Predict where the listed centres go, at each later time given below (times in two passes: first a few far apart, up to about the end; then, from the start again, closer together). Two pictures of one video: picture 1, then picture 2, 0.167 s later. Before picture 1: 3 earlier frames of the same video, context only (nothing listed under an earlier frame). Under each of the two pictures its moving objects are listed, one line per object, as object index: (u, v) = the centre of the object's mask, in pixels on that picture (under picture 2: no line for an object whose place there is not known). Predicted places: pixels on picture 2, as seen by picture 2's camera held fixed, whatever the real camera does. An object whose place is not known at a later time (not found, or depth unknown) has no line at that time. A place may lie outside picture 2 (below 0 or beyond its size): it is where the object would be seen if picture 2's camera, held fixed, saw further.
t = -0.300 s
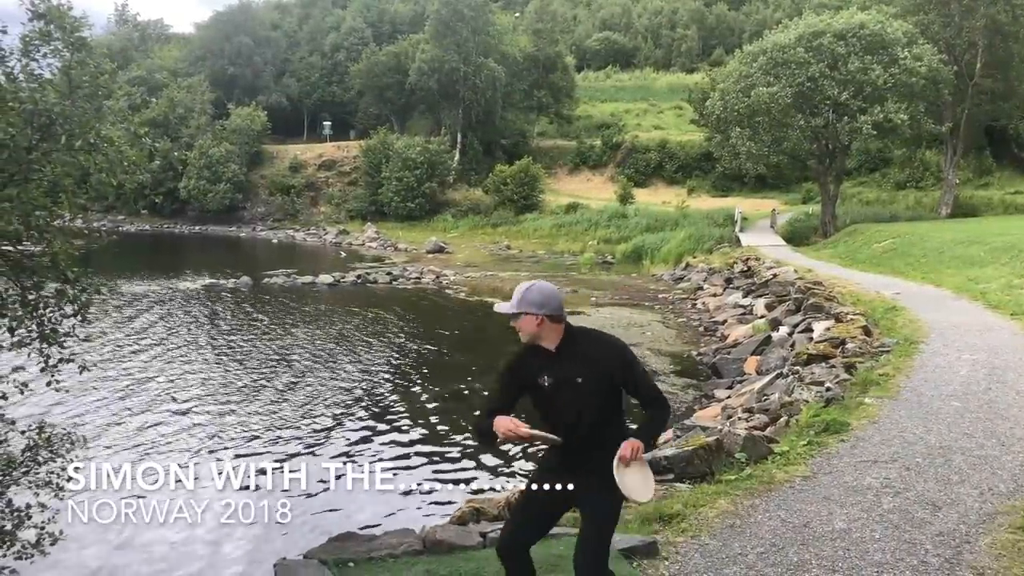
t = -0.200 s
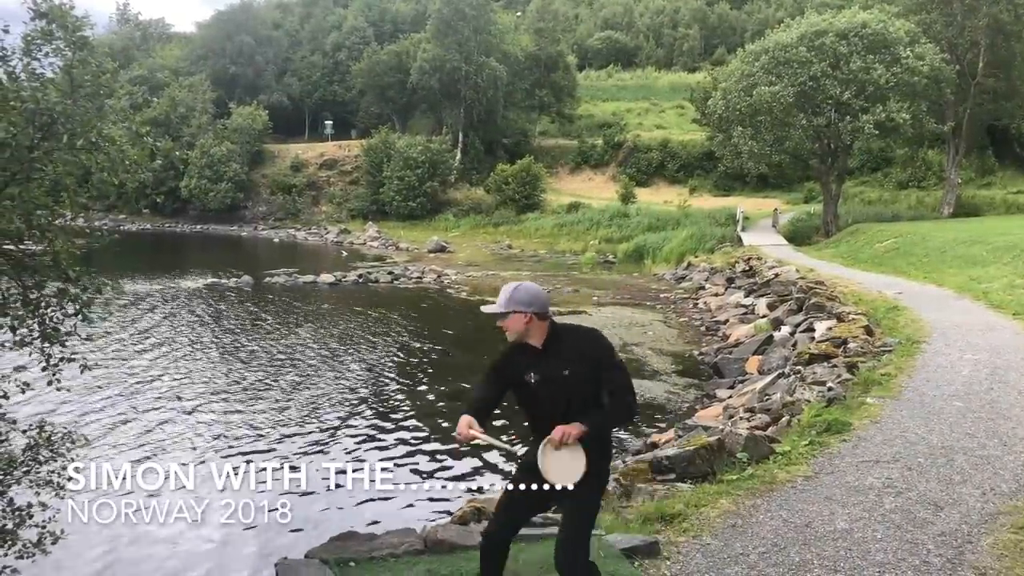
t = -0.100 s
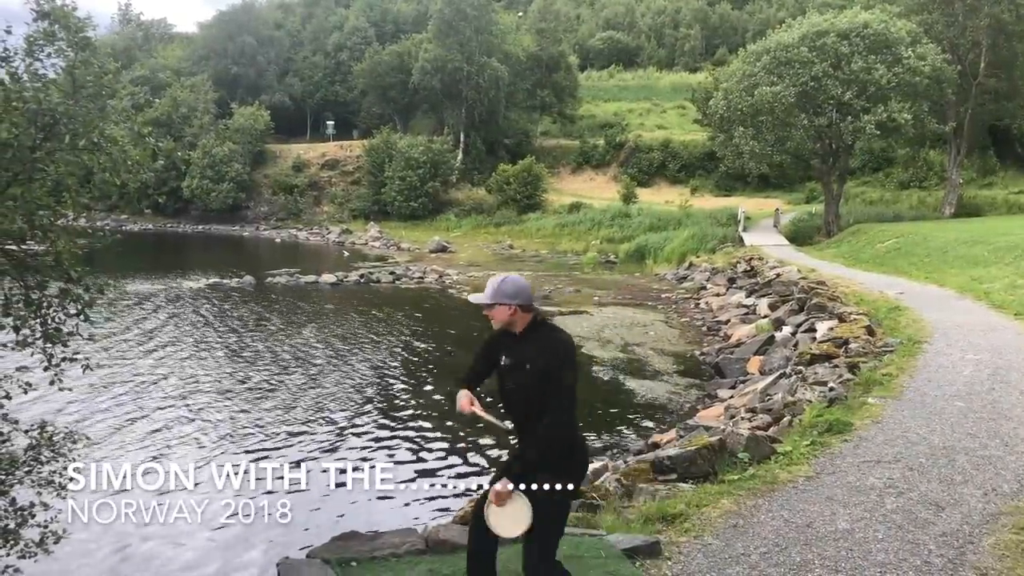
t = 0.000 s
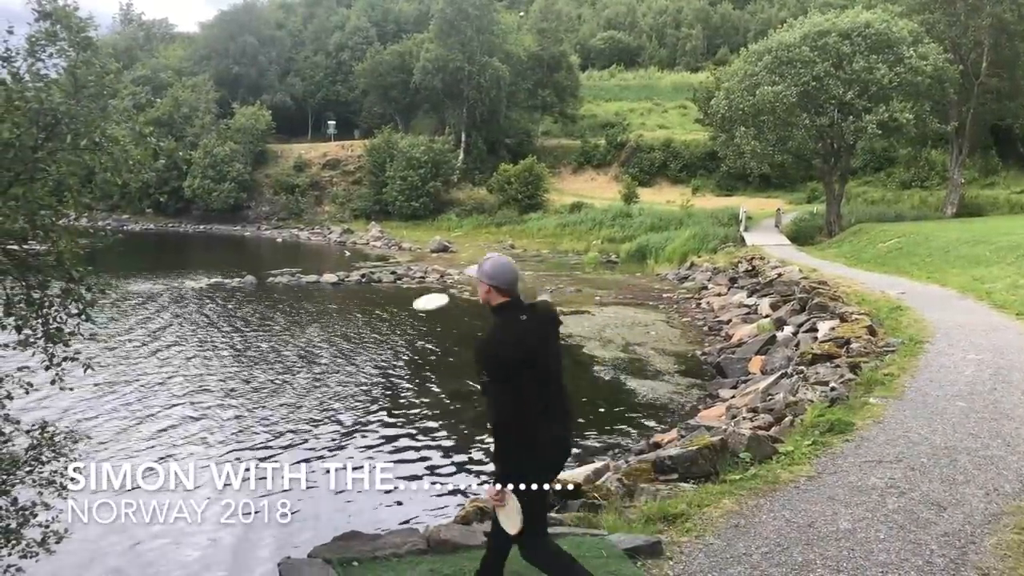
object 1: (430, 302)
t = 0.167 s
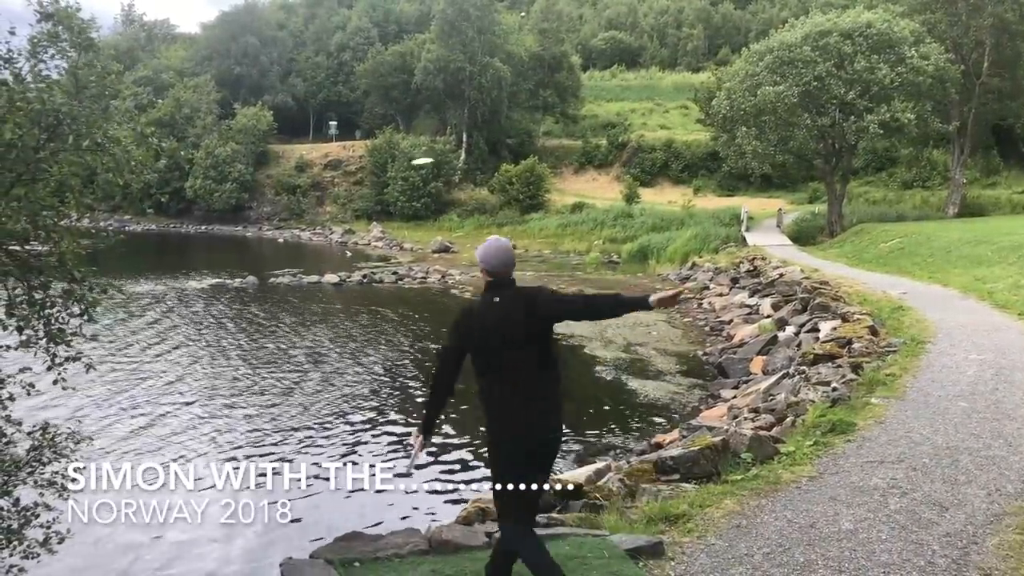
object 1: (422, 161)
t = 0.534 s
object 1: (413, 85)
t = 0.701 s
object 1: (411, 74)
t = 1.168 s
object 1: (403, 60)
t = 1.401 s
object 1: (399, 55)
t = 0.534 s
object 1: (413, 85)
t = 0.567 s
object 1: (413, 82)
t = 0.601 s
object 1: (412, 80)
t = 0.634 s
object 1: (411, 78)
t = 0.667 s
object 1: (411, 76)
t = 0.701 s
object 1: (411, 74)
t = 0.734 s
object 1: (410, 72)
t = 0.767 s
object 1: (410, 71)
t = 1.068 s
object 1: (405, 63)
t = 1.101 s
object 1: (404, 62)
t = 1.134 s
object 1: (404, 61)
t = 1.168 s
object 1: (403, 60)
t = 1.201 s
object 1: (403, 59)
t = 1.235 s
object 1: (402, 59)
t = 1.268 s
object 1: (401, 58)
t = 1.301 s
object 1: (401, 57)
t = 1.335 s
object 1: (400, 56)
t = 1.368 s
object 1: (400, 55)
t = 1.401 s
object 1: (399, 55)
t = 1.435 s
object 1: (399, 54)
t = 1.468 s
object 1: (398, 53)
